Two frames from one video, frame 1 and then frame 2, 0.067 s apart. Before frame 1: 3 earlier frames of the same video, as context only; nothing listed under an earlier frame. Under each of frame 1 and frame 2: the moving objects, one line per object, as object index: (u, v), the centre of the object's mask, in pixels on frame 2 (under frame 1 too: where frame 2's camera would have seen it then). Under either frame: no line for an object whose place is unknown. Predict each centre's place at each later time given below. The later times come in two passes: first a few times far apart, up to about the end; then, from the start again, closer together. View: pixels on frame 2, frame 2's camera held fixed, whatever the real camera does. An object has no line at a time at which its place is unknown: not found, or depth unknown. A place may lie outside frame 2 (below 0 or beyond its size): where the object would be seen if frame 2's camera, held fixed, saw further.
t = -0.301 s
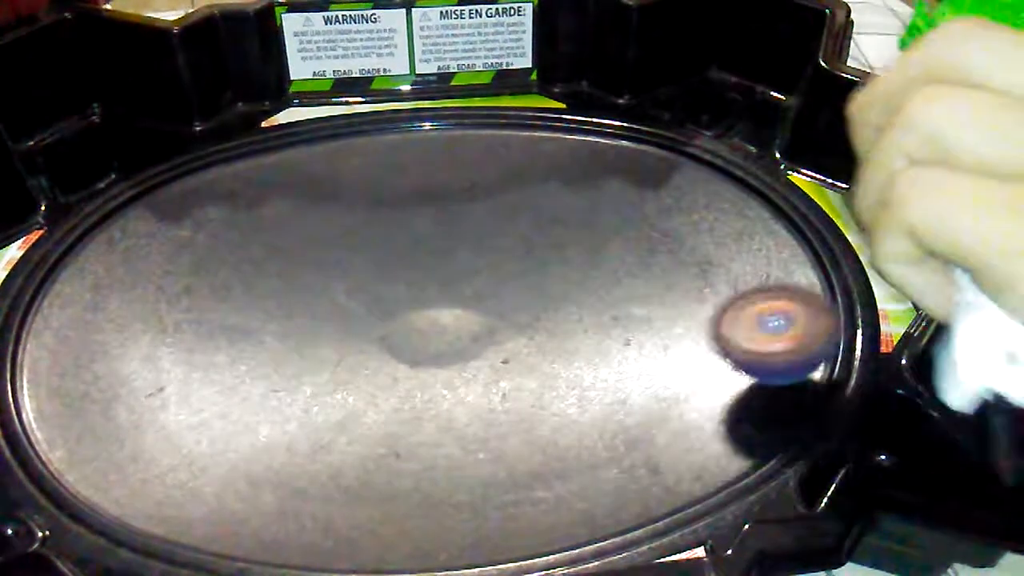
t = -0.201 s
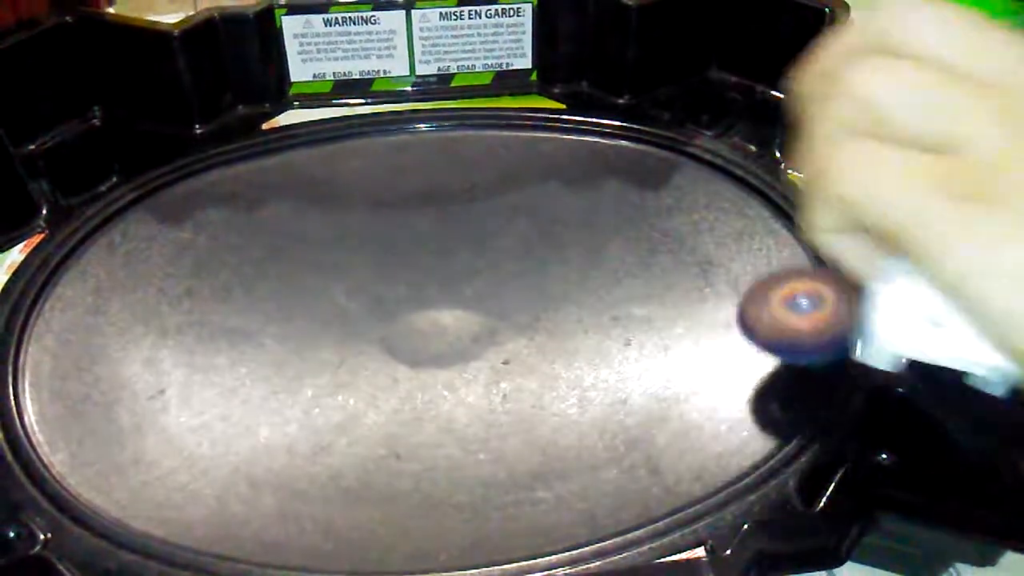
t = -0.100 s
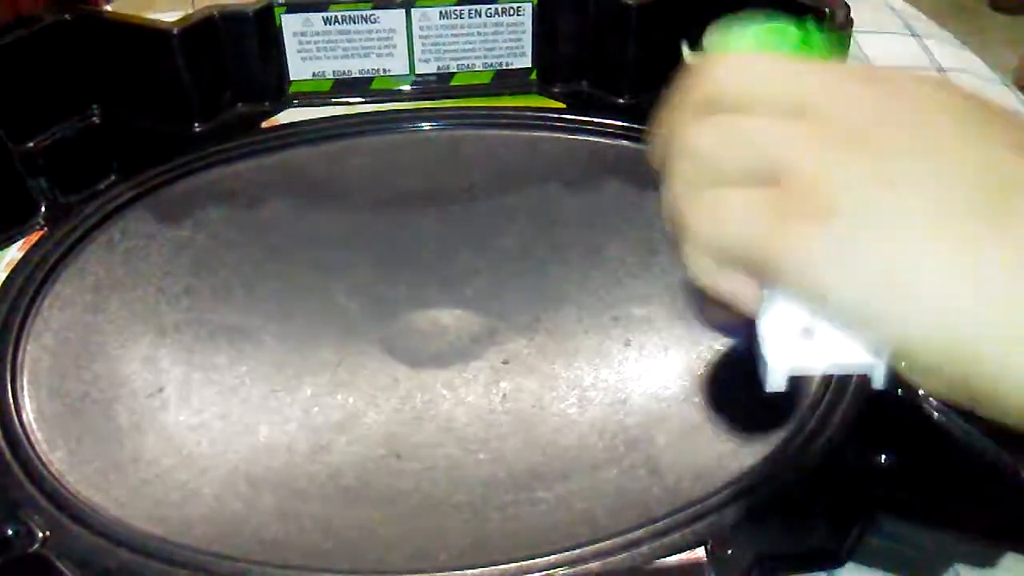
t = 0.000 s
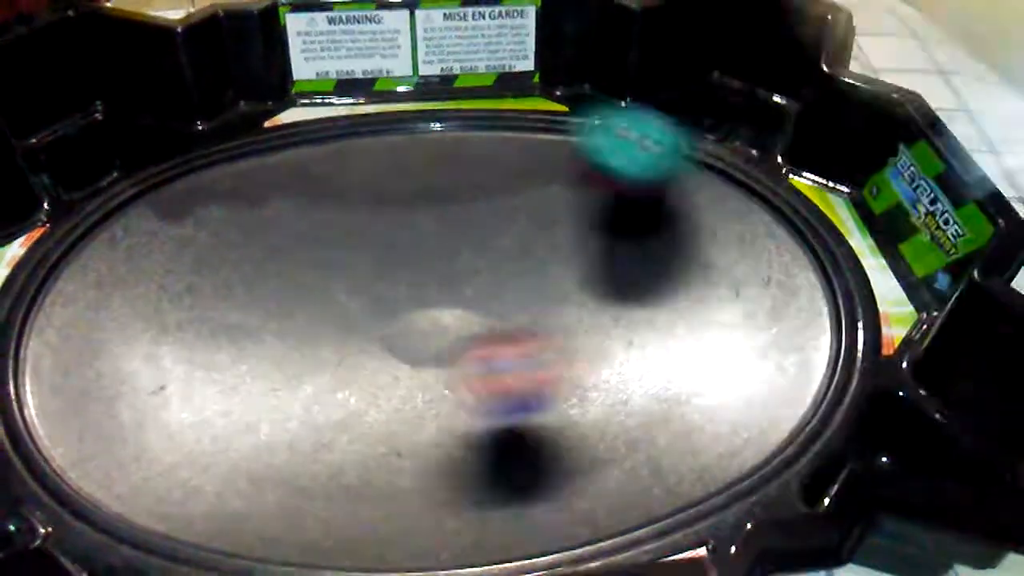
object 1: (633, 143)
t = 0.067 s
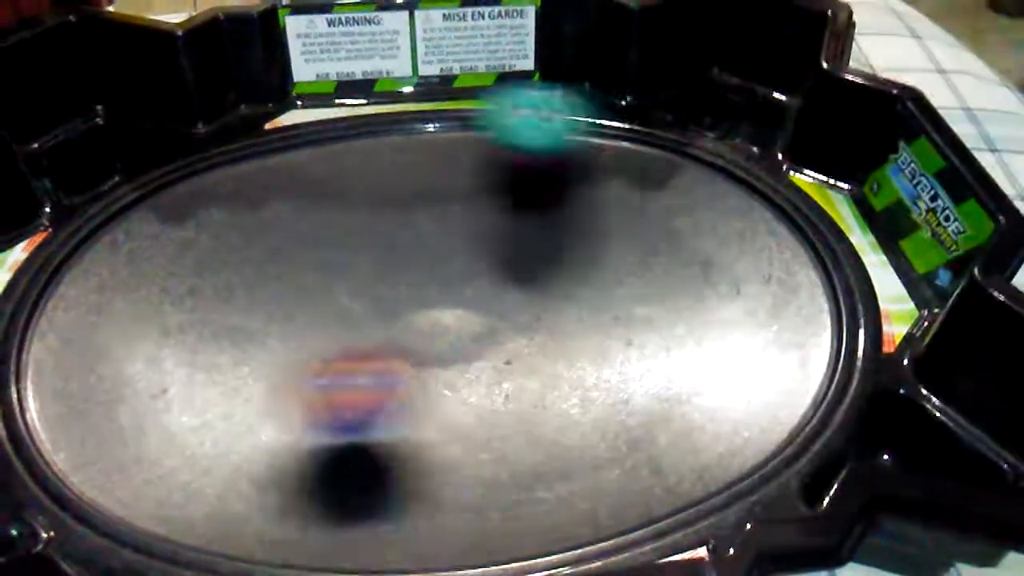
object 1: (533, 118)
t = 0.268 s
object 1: (128, 170)
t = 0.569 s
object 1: (50, 215)
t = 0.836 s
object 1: (95, 128)
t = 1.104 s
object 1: (88, 125)
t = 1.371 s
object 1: (92, 140)
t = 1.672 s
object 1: (84, 108)
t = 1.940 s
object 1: (109, 119)
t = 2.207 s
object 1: (103, 147)
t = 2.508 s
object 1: (99, 146)
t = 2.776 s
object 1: (100, 145)
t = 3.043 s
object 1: (100, 145)
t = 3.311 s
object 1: (99, 145)
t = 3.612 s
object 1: (99, 145)
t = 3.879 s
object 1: (99, 146)
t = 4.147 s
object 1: (99, 147)
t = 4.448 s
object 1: (99, 147)
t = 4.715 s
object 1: (99, 147)
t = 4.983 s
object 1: (99, 146)
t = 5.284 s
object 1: (99, 146)
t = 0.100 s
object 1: (479, 114)
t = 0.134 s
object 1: (418, 113)
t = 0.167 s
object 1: (355, 111)
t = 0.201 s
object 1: (272, 114)
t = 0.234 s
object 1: (200, 135)
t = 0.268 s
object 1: (128, 170)
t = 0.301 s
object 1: (67, 222)
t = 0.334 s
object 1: (47, 289)
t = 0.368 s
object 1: (43, 288)
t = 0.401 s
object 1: (42, 261)
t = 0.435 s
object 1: (41, 256)
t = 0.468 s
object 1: (43, 253)
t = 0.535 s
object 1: (42, 222)
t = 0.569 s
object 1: (50, 215)
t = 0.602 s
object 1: (59, 199)
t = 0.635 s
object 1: (70, 185)
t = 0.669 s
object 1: (85, 167)
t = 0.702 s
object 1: (95, 155)
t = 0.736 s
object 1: (110, 137)
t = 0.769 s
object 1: (125, 130)
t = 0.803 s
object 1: (119, 120)
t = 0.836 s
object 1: (95, 128)
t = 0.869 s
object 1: (88, 140)
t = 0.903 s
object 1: (93, 139)
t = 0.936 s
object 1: (97, 138)
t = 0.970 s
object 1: (87, 125)
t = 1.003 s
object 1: (76, 121)
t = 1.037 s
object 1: (84, 139)
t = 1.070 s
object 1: (92, 133)
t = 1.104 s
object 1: (88, 125)
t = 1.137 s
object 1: (90, 129)
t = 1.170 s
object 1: (95, 139)
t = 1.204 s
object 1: (90, 137)
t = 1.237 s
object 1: (91, 139)
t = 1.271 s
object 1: (95, 139)
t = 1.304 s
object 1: (93, 136)
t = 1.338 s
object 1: (91, 135)
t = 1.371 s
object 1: (92, 140)
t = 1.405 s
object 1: (85, 127)
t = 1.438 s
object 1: (75, 129)
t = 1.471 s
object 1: (81, 140)
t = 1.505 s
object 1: (92, 136)
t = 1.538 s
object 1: (91, 137)
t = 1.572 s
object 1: (89, 118)
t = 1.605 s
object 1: (76, 95)
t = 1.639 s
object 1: (79, 91)
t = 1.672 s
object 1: (84, 108)
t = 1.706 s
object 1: (86, 132)
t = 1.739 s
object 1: (93, 127)
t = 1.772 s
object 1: (114, 127)
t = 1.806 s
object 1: (93, 123)
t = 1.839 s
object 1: (79, 130)
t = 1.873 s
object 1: (91, 135)
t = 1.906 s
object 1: (105, 125)
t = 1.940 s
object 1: (109, 119)
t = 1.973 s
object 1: (97, 122)
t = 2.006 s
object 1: (92, 139)
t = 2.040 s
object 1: (97, 145)
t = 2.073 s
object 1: (106, 147)
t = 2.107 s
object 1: (112, 148)
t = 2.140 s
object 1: (111, 149)
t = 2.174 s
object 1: (106, 148)
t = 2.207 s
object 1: (103, 147)
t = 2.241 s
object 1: (101, 146)
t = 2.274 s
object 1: (100, 145)
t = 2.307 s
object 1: (99, 145)
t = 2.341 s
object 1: (99, 146)
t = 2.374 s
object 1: (99, 145)
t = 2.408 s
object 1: (99, 146)
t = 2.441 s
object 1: (99, 145)
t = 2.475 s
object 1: (99, 146)
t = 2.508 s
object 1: (99, 146)
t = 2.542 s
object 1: (99, 146)
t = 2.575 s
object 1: (99, 146)
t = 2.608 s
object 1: (99, 146)
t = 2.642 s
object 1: (99, 146)
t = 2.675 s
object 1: (100, 145)
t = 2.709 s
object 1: (100, 145)
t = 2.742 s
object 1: (99, 146)
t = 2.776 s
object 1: (100, 145)
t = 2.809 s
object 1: (100, 145)
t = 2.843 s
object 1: (99, 146)
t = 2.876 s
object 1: (99, 146)
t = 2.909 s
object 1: (99, 146)
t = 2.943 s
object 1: (100, 145)
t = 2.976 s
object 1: (99, 146)
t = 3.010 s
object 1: (100, 145)
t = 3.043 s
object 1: (100, 145)
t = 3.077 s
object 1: (100, 146)
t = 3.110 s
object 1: (100, 146)
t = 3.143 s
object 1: (99, 146)
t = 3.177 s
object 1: (99, 146)
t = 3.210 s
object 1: (99, 146)
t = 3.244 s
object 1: (99, 146)
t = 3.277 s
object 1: (99, 146)
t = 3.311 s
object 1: (99, 145)
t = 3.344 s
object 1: (99, 146)
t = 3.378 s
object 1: (99, 146)
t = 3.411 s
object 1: (99, 146)
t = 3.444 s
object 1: (100, 145)
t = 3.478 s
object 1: (99, 146)
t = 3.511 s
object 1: (100, 145)
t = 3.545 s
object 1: (99, 146)
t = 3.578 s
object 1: (99, 145)
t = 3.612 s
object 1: (99, 145)
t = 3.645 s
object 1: (99, 146)
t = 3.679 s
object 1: (99, 146)
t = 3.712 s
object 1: (99, 146)
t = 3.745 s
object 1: (99, 146)
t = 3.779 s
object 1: (99, 146)
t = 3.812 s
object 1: (99, 146)
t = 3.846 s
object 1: (99, 146)
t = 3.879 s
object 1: (99, 146)
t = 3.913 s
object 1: (99, 146)
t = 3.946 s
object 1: (99, 146)
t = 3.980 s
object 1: (99, 145)
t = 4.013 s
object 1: (99, 146)
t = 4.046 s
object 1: (99, 146)
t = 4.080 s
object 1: (99, 146)
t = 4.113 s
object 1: (100, 146)
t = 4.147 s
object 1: (99, 147)
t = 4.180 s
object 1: (99, 147)
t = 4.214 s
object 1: (99, 147)
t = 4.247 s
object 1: (99, 146)
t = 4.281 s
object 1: (99, 146)
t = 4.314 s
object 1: (99, 146)
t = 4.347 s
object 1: (99, 147)
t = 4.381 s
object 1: (99, 147)
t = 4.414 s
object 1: (99, 146)
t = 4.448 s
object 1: (99, 147)
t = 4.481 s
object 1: (99, 147)
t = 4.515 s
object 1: (99, 147)
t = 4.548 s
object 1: (99, 145)
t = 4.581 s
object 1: (99, 147)
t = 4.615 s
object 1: (99, 147)
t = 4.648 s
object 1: (100, 147)
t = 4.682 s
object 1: (99, 147)
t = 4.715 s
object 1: (99, 147)
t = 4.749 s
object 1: (99, 147)
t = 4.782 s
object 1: (99, 146)
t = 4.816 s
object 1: (100, 147)
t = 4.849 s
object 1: (100, 146)
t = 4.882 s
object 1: (99, 147)
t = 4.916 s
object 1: (99, 146)
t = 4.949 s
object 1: (99, 146)
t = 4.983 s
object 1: (99, 146)
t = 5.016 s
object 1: (99, 147)
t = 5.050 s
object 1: (99, 147)
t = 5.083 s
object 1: (99, 146)
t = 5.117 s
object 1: (99, 146)
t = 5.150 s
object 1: (99, 146)
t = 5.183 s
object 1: (99, 147)
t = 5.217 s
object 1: (99, 145)
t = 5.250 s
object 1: (99, 145)
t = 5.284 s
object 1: (99, 146)
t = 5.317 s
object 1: (100, 146)
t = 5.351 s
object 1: (99, 146)
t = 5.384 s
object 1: (99, 146)
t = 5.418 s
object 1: (99, 146)
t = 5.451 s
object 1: (100, 146)
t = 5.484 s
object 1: (99, 147)
